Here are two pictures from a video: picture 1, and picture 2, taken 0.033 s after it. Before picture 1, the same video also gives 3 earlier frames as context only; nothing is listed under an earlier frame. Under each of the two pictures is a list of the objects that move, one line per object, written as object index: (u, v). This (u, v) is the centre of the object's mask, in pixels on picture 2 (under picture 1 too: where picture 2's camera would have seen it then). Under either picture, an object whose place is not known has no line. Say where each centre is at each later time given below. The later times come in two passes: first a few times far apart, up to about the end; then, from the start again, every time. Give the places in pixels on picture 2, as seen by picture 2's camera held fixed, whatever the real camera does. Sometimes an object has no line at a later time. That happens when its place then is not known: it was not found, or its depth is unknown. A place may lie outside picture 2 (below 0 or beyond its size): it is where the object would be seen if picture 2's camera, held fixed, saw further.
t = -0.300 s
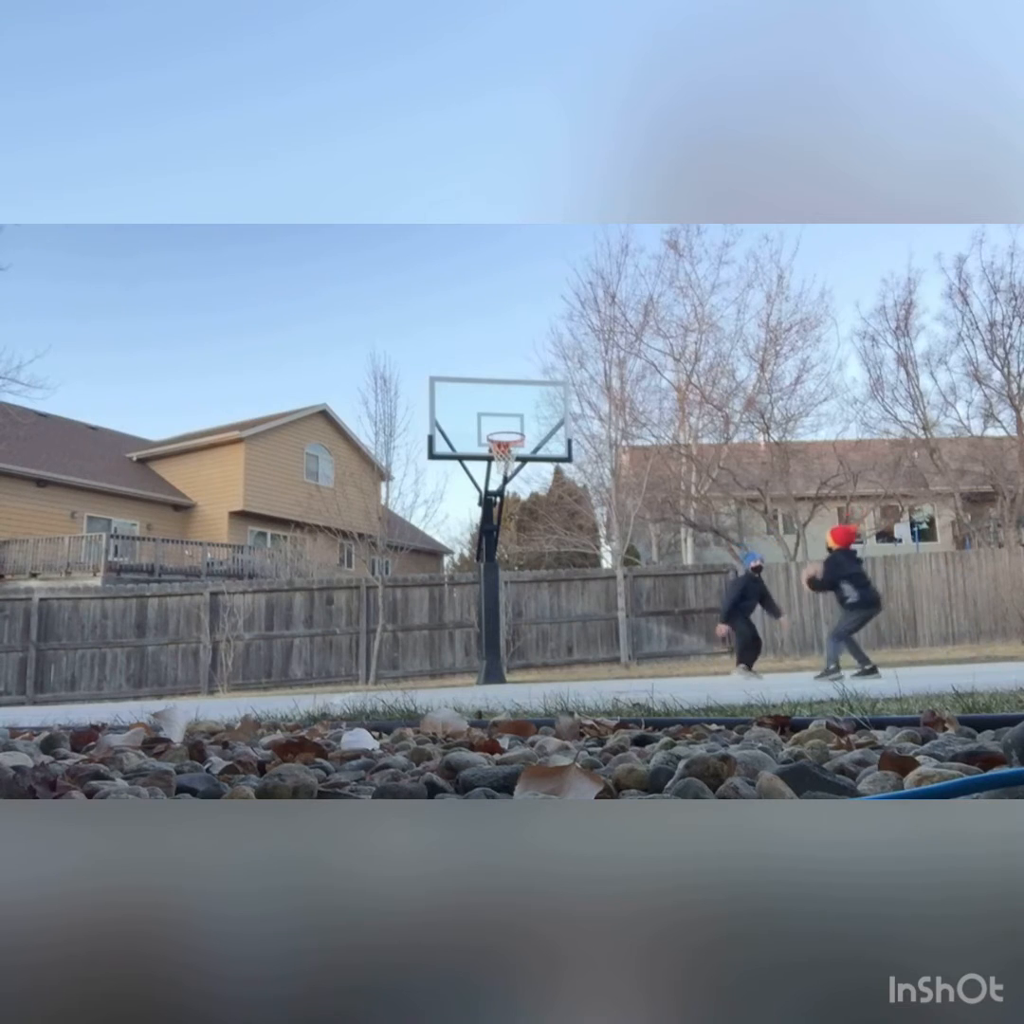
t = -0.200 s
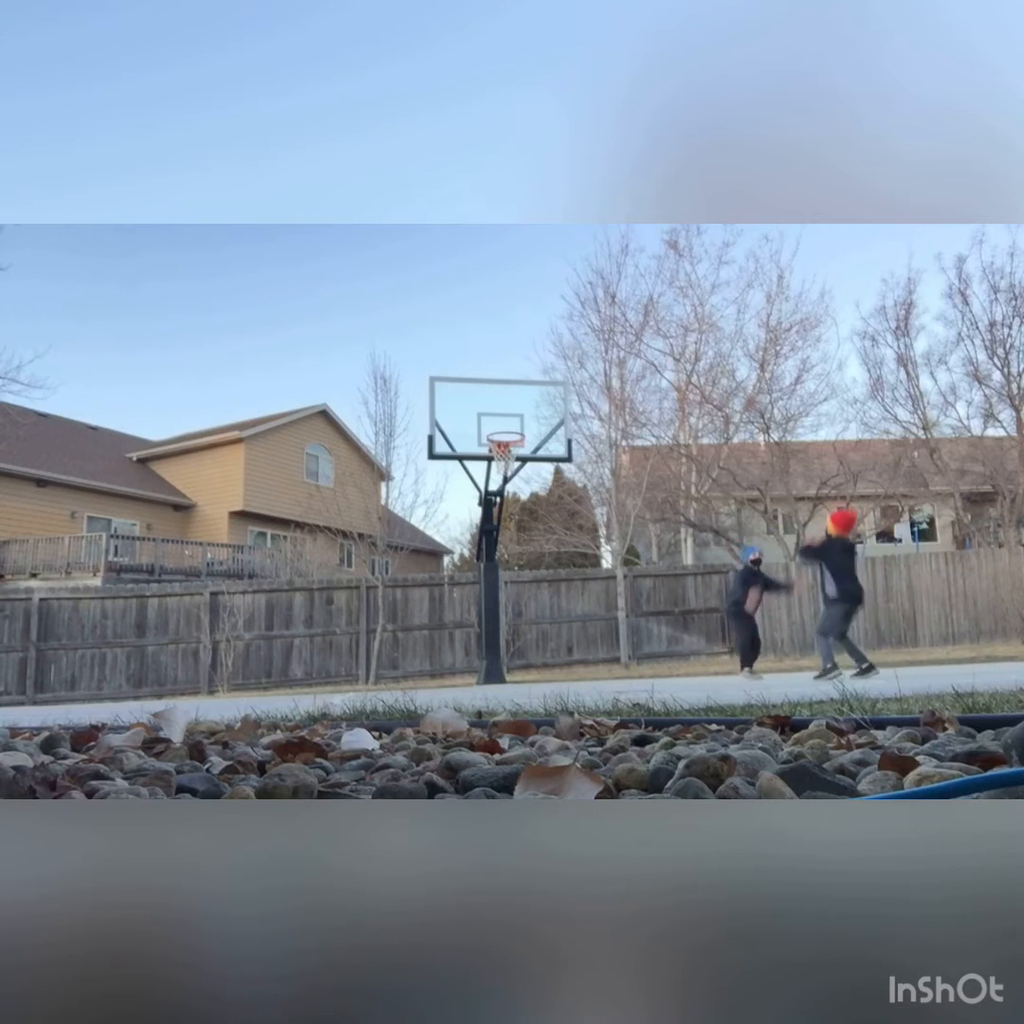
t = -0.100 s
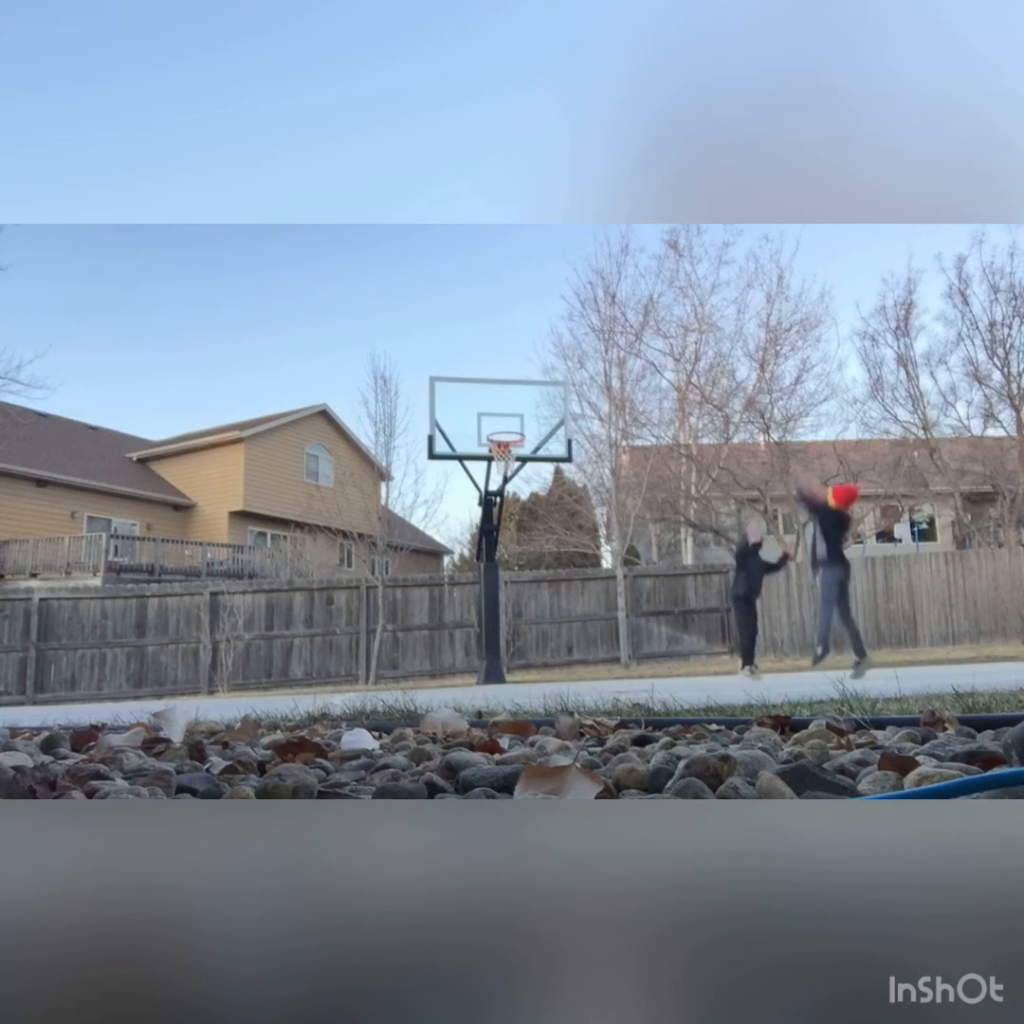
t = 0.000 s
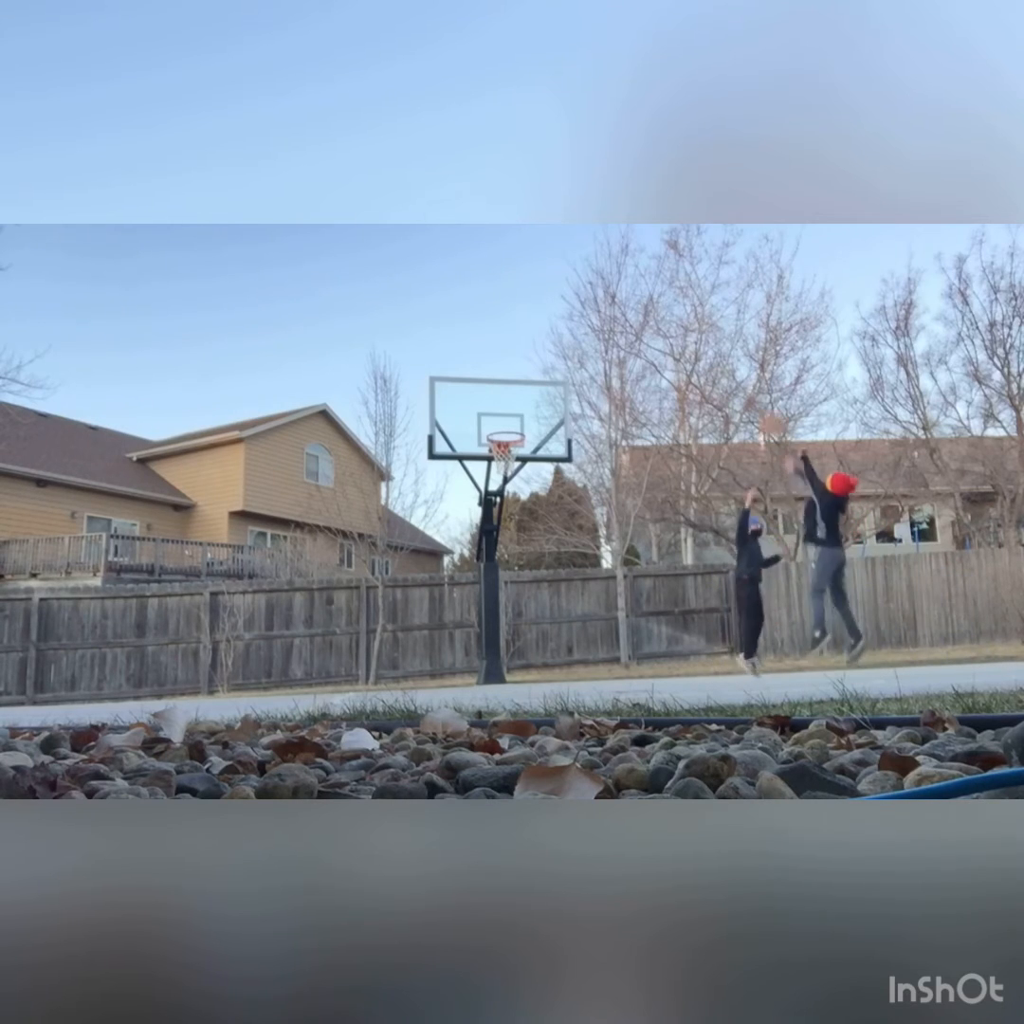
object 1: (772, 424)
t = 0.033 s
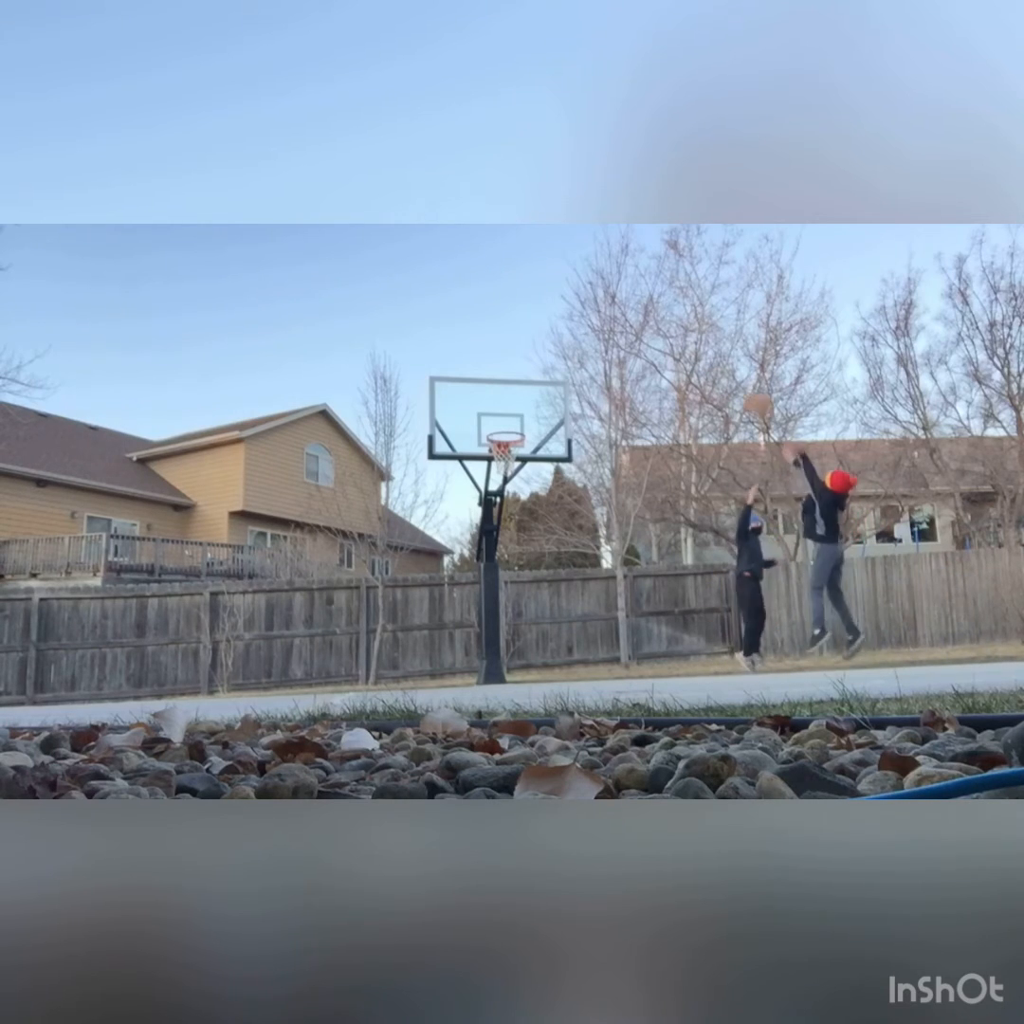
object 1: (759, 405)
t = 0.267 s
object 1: (683, 313)
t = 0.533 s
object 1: (615, 287)
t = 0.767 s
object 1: (566, 314)
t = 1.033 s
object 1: (520, 393)
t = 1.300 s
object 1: (493, 470)
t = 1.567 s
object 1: (486, 535)
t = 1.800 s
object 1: (480, 637)
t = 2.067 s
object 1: (485, 618)
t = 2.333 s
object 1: (495, 582)
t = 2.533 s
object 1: (503, 590)
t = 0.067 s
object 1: (749, 390)
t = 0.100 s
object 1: (734, 370)
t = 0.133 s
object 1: (724, 356)
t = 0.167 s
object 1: (713, 342)
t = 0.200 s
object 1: (703, 330)
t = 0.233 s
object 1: (693, 322)
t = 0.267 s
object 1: (683, 313)
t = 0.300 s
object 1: (673, 305)
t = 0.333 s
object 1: (664, 299)
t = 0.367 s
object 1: (655, 295)
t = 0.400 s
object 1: (647, 291)
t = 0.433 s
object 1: (639, 288)
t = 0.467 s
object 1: (631, 287)
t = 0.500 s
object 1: (623, 286)
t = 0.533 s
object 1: (615, 287)
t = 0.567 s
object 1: (607, 288)
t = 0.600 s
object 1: (601, 289)
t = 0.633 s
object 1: (593, 293)
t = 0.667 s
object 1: (586, 297)
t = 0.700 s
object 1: (580, 301)
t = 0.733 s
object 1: (573, 308)
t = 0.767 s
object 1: (566, 314)
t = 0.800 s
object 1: (560, 322)
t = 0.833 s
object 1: (553, 330)
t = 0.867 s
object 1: (548, 338)
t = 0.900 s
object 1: (542, 348)
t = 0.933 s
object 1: (536, 358)
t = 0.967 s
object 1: (531, 369)
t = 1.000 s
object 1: (525, 381)
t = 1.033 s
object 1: (520, 393)
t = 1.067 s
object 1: (514, 405)
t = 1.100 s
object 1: (510, 419)
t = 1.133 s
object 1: (505, 433)
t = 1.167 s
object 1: (497, 441)
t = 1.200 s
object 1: (494, 456)
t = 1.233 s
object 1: (497, 457)
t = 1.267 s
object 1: (496, 457)
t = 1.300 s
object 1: (493, 470)
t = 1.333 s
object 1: (492, 476)
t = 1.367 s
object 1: (491, 483)
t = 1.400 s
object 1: (491, 490)
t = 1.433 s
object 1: (489, 499)
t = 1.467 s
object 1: (488, 506)
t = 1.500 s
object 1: (488, 516)
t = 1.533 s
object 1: (486, 525)
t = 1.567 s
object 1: (486, 535)
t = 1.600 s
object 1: (485, 548)
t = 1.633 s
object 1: (484, 561)
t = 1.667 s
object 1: (483, 574)
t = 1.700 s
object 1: (483, 589)
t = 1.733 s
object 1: (482, 604)
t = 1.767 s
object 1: (481, 620)
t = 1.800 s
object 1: (480, 637)
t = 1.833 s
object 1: (479, 654)
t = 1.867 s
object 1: (479, 672)
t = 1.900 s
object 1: (479, 669)
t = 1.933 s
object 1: (480, 657)
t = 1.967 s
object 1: (481, 647)
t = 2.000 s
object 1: (482, 636)
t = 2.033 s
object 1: (483, 627)
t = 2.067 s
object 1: (485, 618)
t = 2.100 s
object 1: (486, 611)
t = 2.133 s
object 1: (488, 604)
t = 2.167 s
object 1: (489, 598)
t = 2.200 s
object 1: (490, 594)
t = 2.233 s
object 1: (491, 589)
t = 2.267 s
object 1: (492, 586)
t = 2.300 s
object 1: (493, 584)
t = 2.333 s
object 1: (495, 582)
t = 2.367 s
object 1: (496, 581)
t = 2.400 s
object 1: (497, 582)
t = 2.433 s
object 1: (499, 583)
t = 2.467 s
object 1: (500, 584)
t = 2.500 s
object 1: (501, 586)
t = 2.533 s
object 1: (503, 590)
